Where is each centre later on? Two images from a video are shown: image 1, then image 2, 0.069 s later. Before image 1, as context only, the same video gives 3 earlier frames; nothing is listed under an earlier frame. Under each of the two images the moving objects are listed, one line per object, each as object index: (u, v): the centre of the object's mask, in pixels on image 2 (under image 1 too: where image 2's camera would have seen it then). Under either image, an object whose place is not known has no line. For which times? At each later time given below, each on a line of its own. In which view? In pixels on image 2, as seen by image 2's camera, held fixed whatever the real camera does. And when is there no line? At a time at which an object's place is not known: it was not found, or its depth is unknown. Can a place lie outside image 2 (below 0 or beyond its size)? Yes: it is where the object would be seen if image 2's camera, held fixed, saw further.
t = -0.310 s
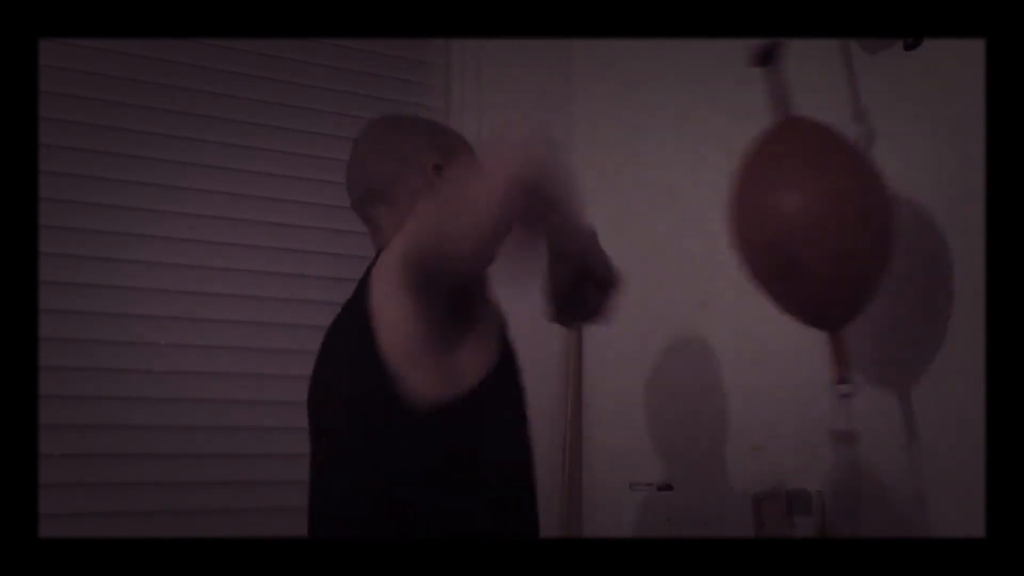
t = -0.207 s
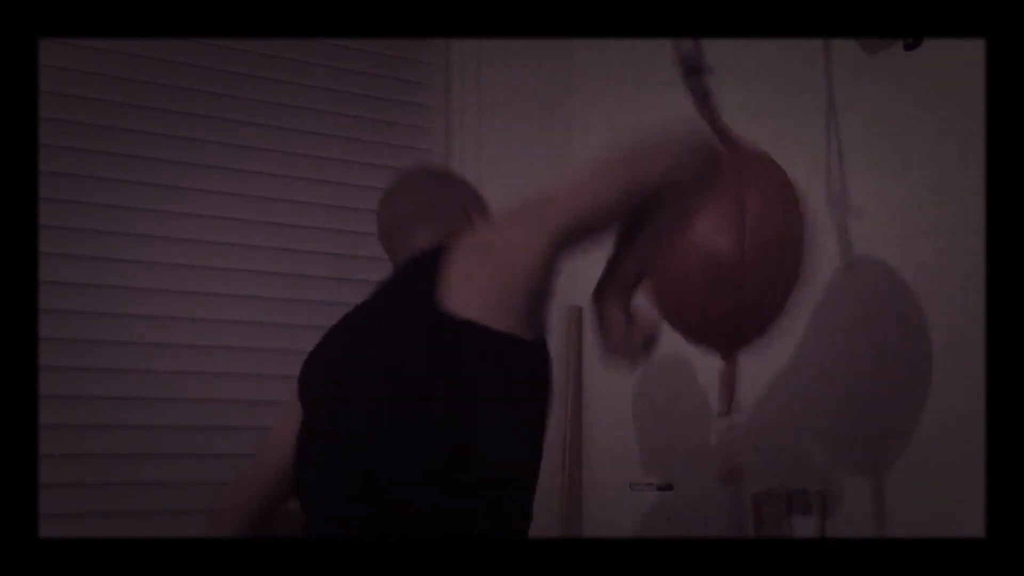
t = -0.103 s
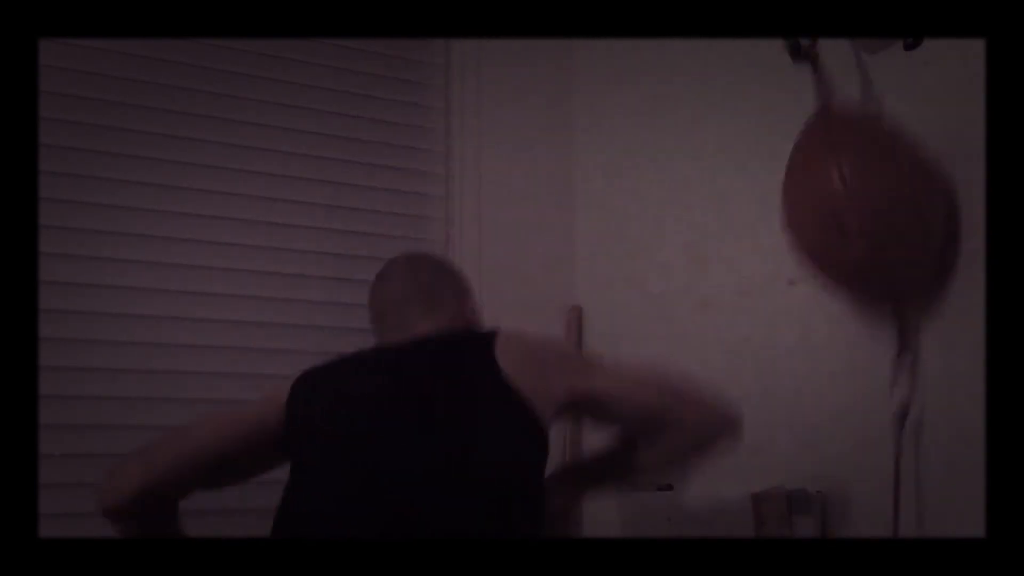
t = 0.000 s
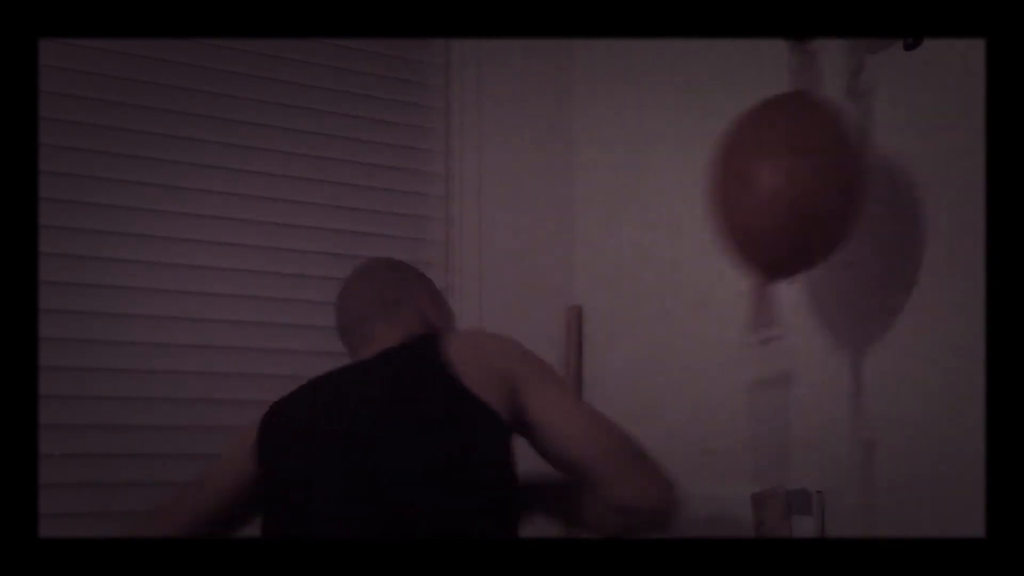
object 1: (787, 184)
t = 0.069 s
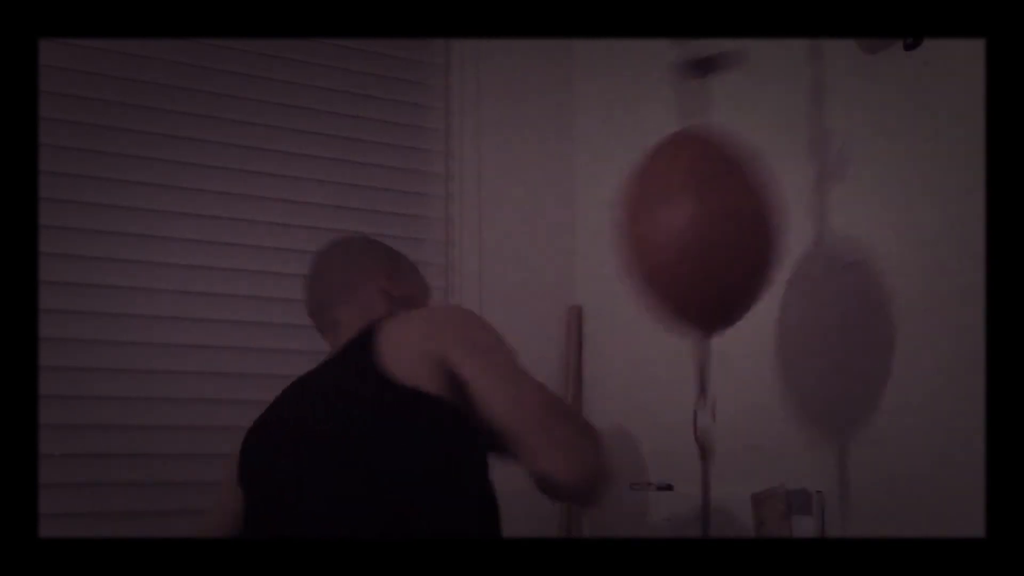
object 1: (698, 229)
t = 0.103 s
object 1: (652, 253)
